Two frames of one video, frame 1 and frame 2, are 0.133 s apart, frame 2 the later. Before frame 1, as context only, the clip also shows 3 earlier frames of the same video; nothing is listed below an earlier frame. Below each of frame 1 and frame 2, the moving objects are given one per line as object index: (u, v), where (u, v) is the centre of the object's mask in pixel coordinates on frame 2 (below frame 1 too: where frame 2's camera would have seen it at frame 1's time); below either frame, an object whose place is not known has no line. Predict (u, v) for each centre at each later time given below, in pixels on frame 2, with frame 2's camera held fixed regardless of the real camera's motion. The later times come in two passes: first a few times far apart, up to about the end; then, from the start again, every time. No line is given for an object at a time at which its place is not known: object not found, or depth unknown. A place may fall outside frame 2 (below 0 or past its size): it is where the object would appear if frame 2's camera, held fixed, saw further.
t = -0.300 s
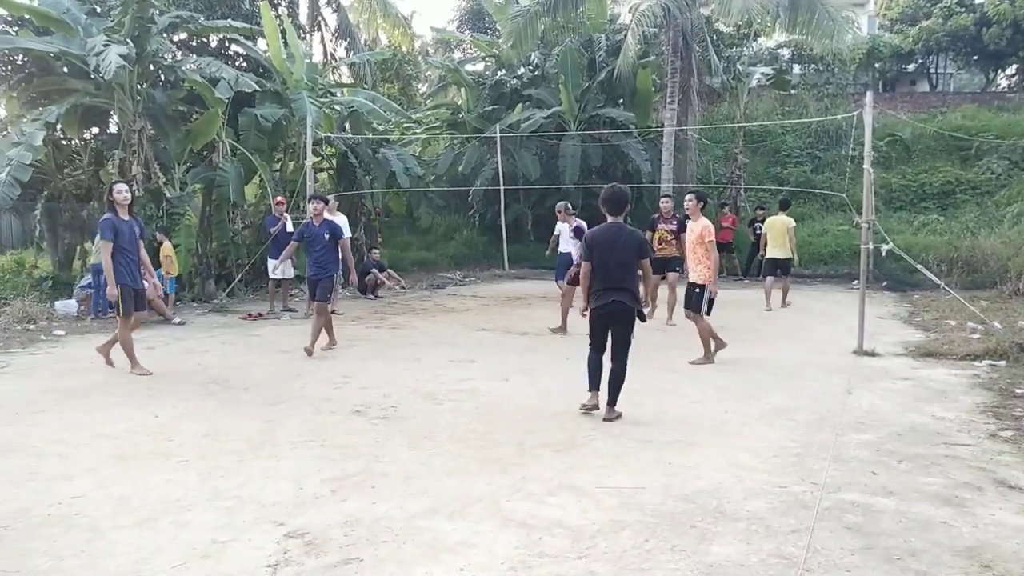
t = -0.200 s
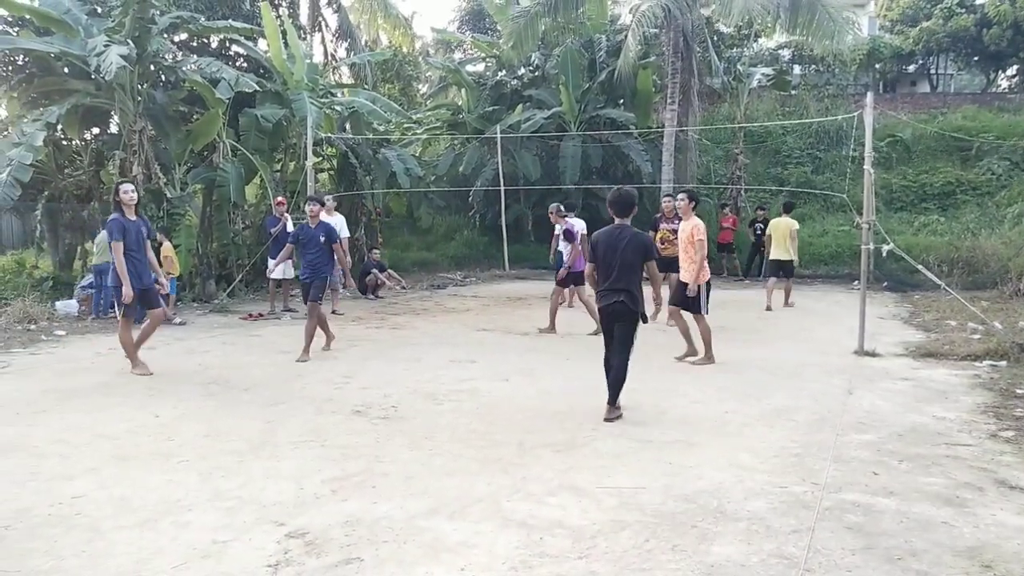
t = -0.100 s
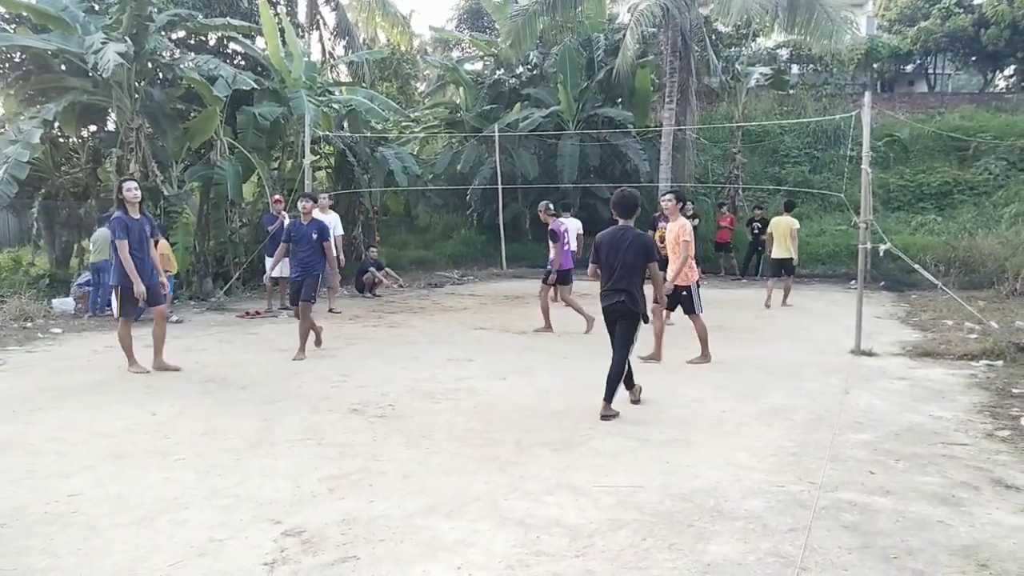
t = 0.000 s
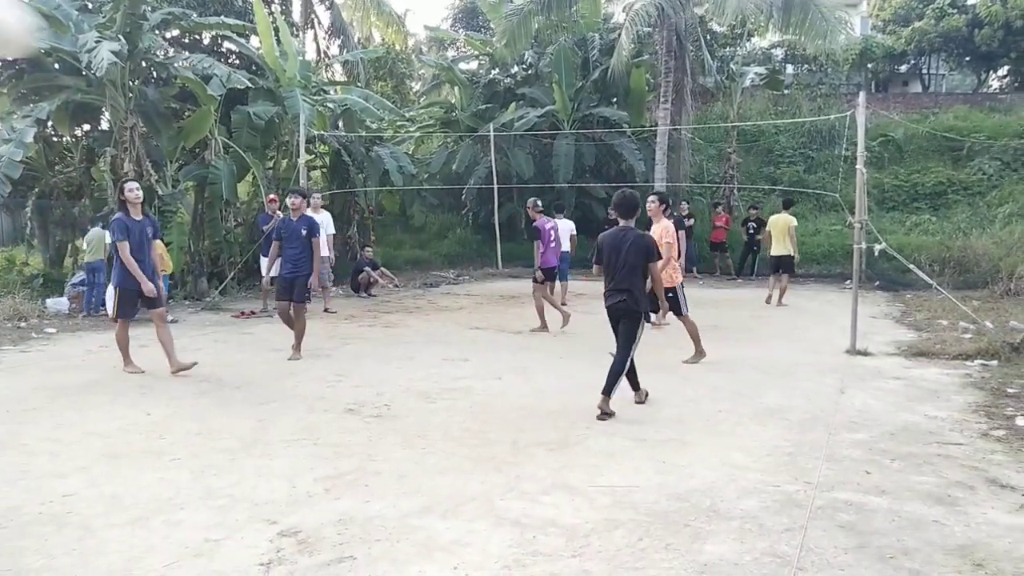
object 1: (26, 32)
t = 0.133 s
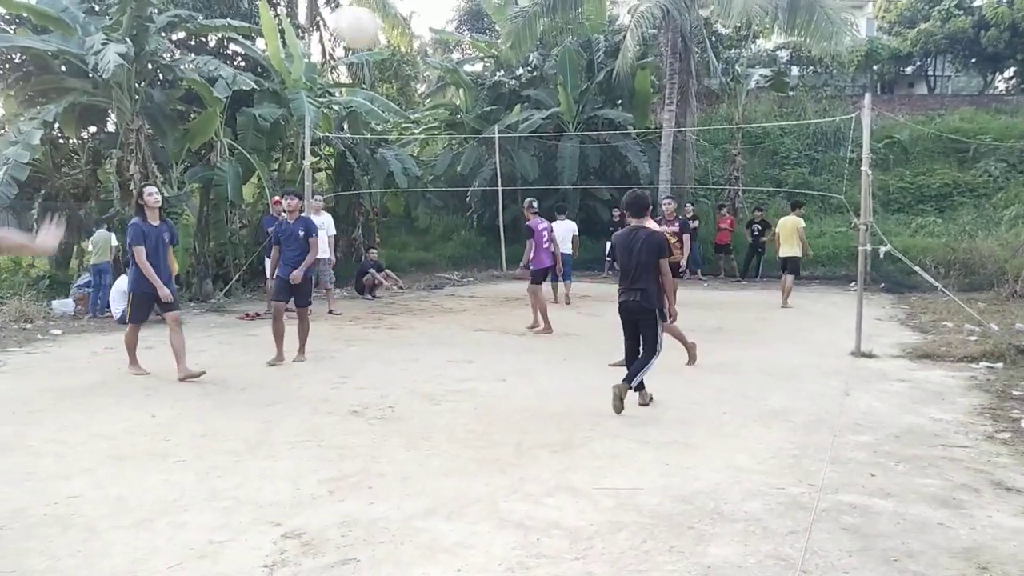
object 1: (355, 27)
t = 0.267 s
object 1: (534, 45)
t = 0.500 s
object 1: (696, 107)
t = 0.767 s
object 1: (758, 172)
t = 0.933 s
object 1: (740, 198)
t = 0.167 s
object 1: (406, 31)
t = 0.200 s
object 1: (457, 32)
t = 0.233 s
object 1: (499, 39)
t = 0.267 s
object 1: (534, 45)
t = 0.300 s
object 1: (566, 53)
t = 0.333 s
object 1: (594, 61)
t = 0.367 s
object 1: (619, 70)
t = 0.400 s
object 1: (641, 79)
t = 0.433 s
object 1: (662, 88)
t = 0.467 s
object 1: (680, 98)
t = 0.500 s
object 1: (696, 107)
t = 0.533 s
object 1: (711, 117)
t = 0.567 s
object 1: (725, 128)
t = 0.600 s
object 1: (738, 138)
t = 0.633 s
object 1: (749, 149)
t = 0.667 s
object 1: (757, 158)
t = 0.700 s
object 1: (760, 163)
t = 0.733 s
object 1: (760, 168)
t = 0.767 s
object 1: (758, 172)
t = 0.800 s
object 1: (755, 175)
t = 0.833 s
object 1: (751, 179)
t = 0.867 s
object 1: (747, 184)
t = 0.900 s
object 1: (744, 190)
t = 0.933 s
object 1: (740, 198)
